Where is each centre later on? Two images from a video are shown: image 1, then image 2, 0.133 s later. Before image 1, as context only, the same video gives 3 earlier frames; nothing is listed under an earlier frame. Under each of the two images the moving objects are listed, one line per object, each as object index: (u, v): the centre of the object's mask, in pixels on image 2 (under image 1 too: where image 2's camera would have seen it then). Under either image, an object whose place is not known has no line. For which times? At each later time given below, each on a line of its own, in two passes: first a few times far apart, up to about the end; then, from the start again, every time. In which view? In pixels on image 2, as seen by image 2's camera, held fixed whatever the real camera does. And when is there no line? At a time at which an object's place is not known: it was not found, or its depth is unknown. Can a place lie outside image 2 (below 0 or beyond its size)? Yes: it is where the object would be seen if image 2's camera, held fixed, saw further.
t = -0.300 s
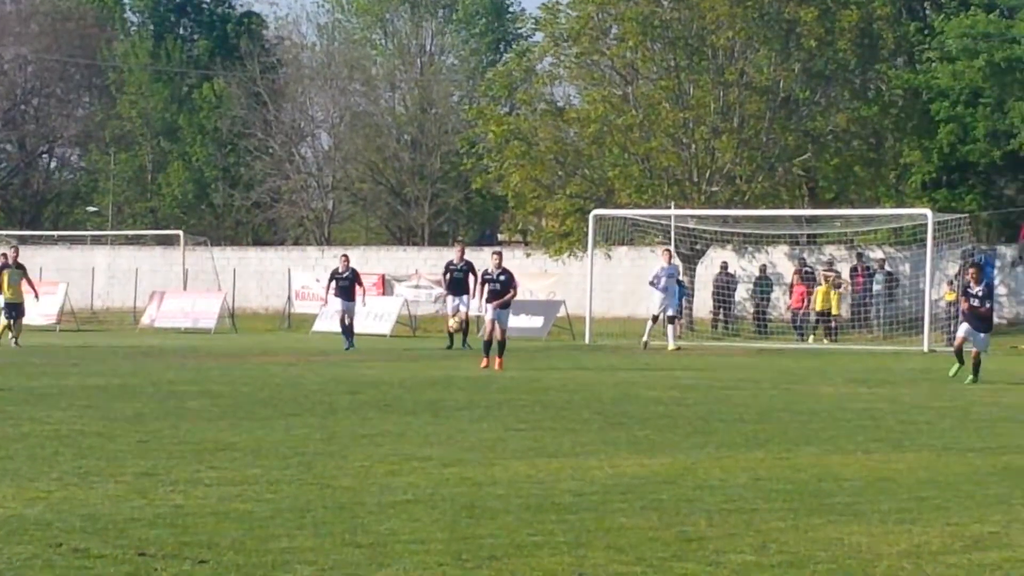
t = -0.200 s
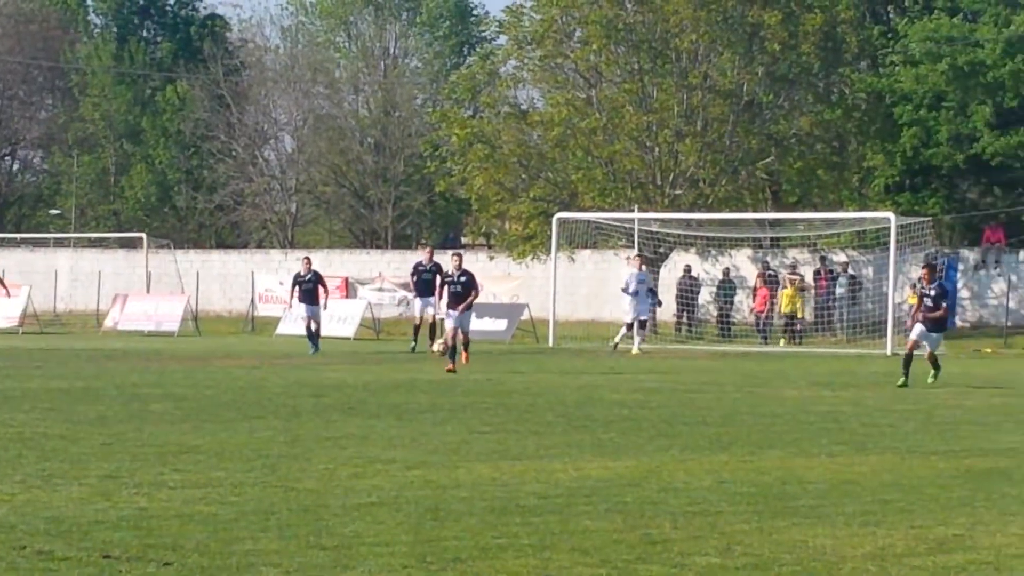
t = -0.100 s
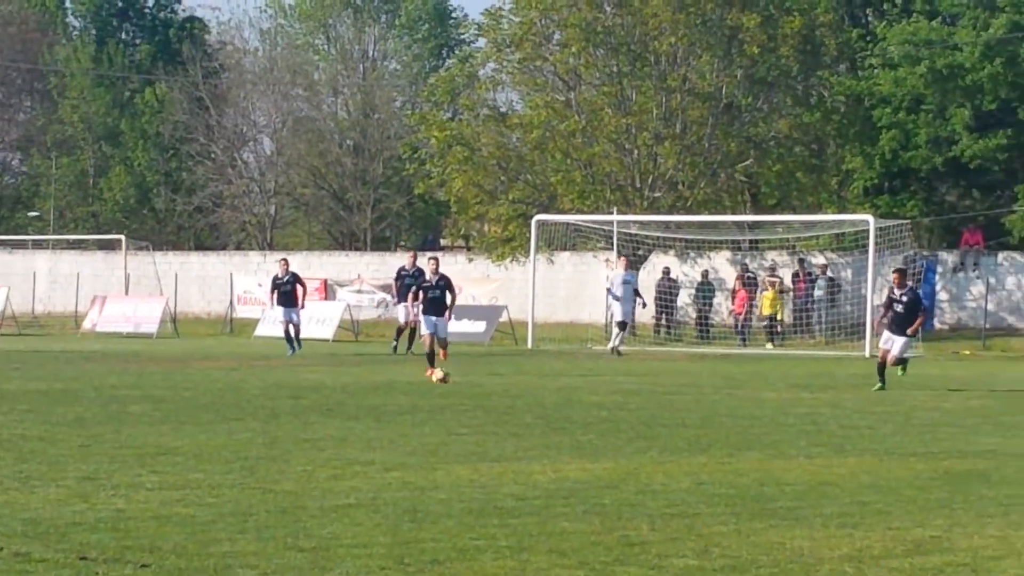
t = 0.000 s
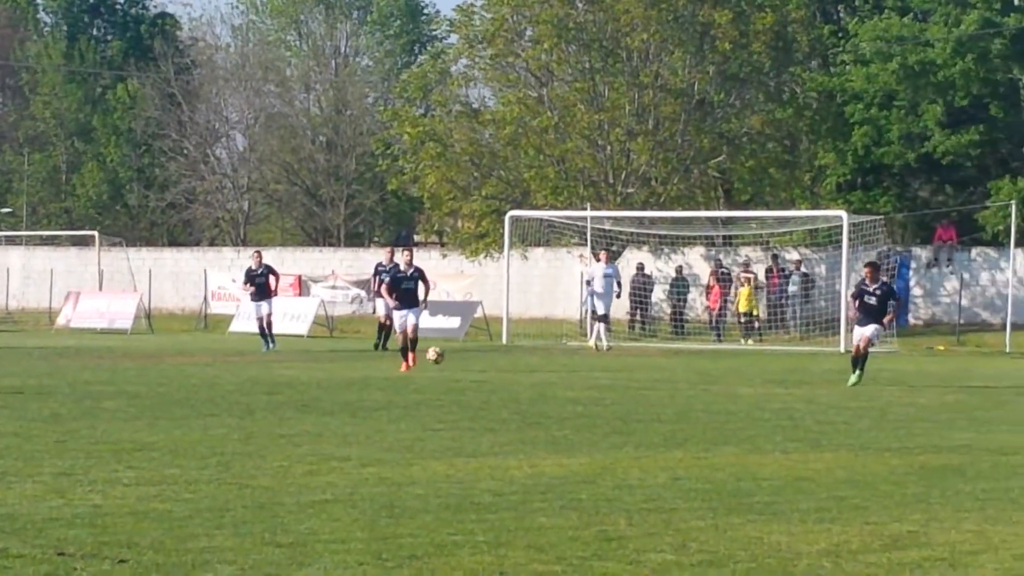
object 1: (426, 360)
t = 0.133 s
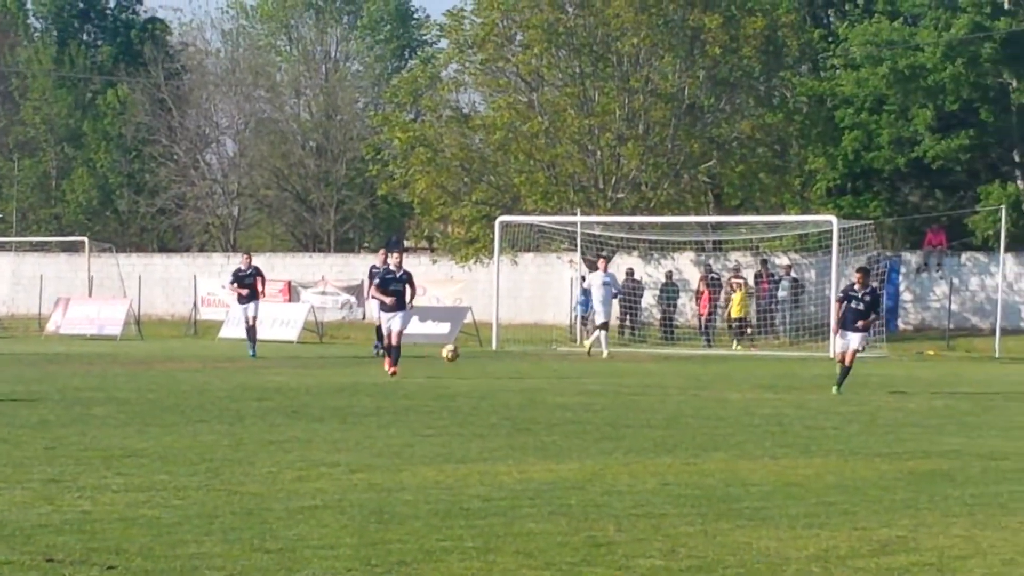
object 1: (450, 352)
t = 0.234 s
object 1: (469, 357)
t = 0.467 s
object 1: (516, 383)
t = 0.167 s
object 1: (458, 352)
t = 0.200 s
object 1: (464, 355)
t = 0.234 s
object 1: (469, 357)
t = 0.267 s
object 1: (475, 362)
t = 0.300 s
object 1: (482, 366)
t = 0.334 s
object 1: (488, 372)
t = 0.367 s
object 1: (495, 379)
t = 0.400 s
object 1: (501, 387)
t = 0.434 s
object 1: (508, 388)
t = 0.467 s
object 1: (516, 383)
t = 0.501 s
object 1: (523, 379)
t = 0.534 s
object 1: (531, 376)
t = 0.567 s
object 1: (540, 373)
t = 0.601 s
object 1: (548, 373)
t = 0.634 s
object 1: (556, 373)
